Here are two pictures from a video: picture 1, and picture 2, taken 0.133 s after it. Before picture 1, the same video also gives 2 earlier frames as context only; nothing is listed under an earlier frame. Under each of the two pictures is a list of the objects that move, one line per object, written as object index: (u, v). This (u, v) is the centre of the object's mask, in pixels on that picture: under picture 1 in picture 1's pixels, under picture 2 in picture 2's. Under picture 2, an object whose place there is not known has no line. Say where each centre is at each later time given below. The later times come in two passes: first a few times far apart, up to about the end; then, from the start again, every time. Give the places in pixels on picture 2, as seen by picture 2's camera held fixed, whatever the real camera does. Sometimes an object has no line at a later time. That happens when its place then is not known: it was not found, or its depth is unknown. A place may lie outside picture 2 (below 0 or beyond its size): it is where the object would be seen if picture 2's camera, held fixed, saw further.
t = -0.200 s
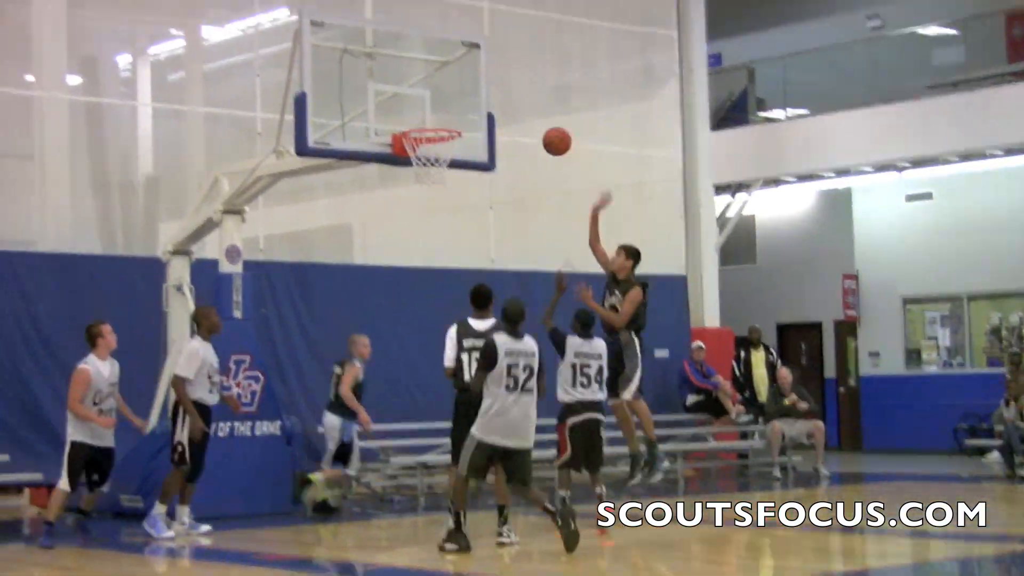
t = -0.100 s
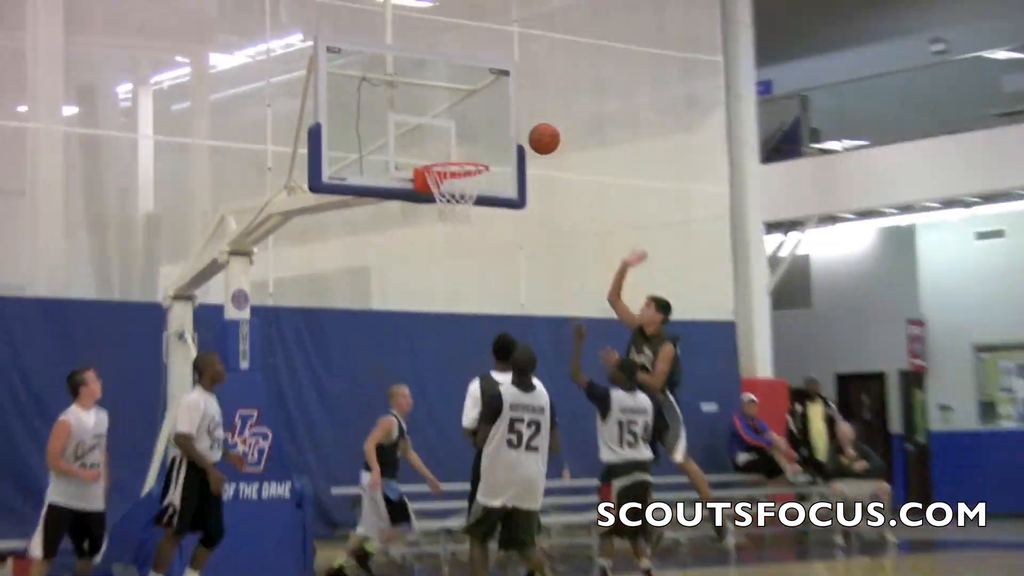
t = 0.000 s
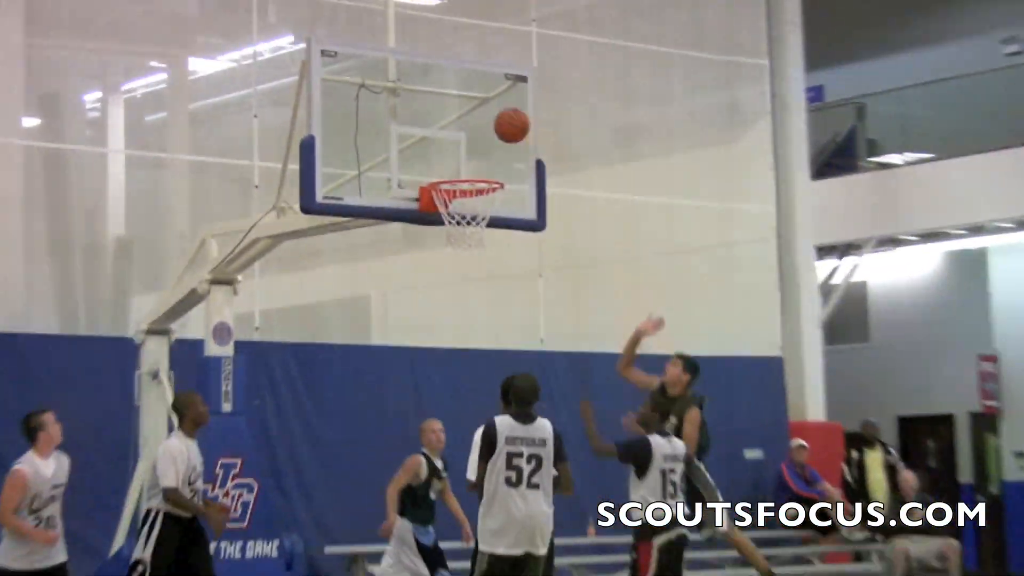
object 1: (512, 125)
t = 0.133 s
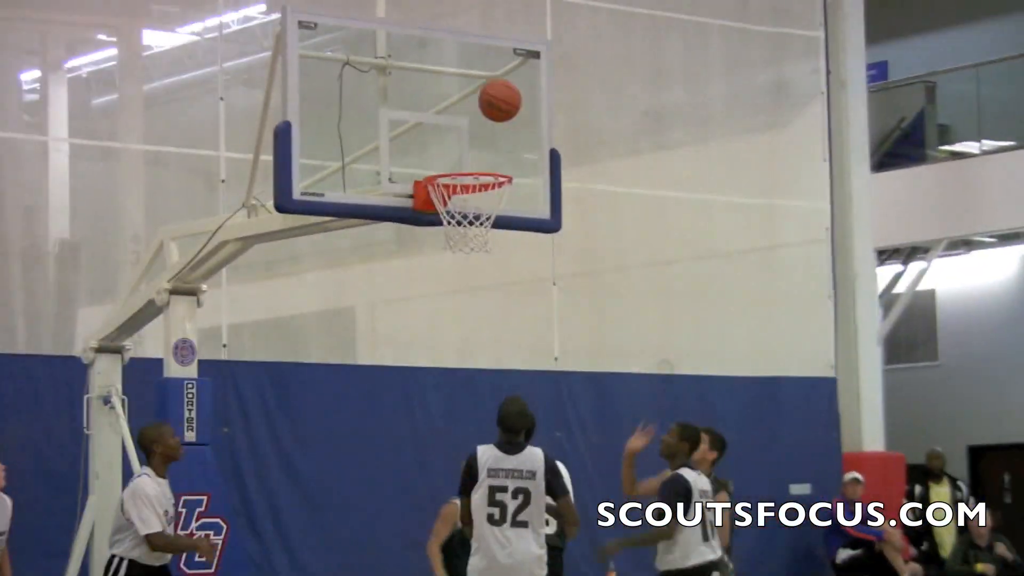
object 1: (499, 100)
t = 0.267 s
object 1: (479, 123)
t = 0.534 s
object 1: (471, 136)
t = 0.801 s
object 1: (468, 192)
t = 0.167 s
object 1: (495, 104)
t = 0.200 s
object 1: (490, 109)
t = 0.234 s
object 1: (484, 116)
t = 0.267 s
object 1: (479, 123)
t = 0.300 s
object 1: (474, 133)
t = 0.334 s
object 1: (470, 146)
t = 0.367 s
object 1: (467, 154)
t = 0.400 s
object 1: (467, 147)
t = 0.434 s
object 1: (468, 141)
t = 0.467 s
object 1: (470, 138)
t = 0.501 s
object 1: (471, 136)
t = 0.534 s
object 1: (471, 136)
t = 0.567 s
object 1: (471, 138)
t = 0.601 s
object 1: (472, 143)
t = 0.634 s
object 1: (472, 149)
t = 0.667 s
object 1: (472, 154)
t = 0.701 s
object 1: (472, 159)
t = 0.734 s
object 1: (473, 178)
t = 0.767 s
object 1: (472, 184)
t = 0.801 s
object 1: (468, 192)
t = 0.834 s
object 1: (462, 199)
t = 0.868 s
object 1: (457, 210)
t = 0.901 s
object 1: (455, 220)
